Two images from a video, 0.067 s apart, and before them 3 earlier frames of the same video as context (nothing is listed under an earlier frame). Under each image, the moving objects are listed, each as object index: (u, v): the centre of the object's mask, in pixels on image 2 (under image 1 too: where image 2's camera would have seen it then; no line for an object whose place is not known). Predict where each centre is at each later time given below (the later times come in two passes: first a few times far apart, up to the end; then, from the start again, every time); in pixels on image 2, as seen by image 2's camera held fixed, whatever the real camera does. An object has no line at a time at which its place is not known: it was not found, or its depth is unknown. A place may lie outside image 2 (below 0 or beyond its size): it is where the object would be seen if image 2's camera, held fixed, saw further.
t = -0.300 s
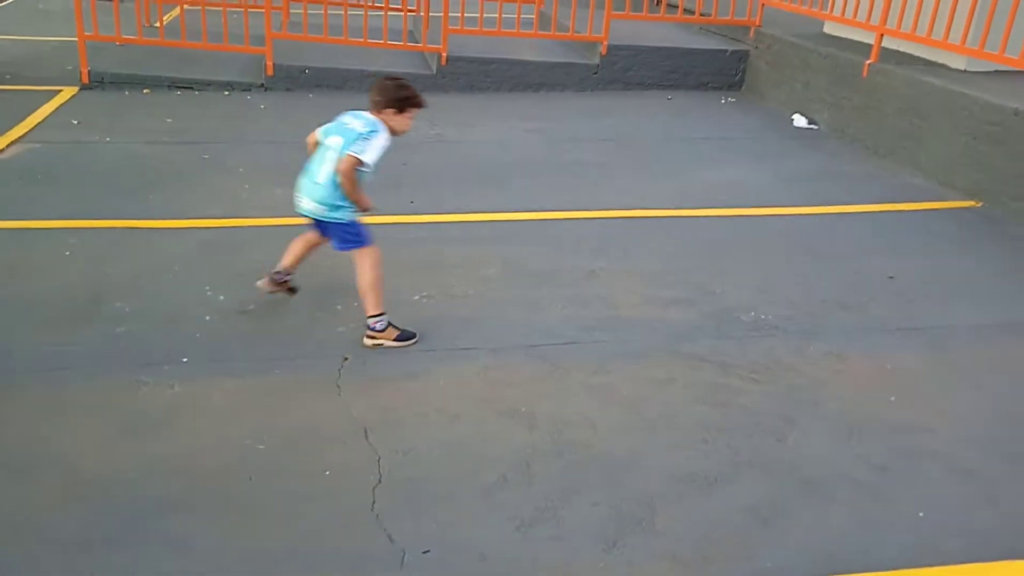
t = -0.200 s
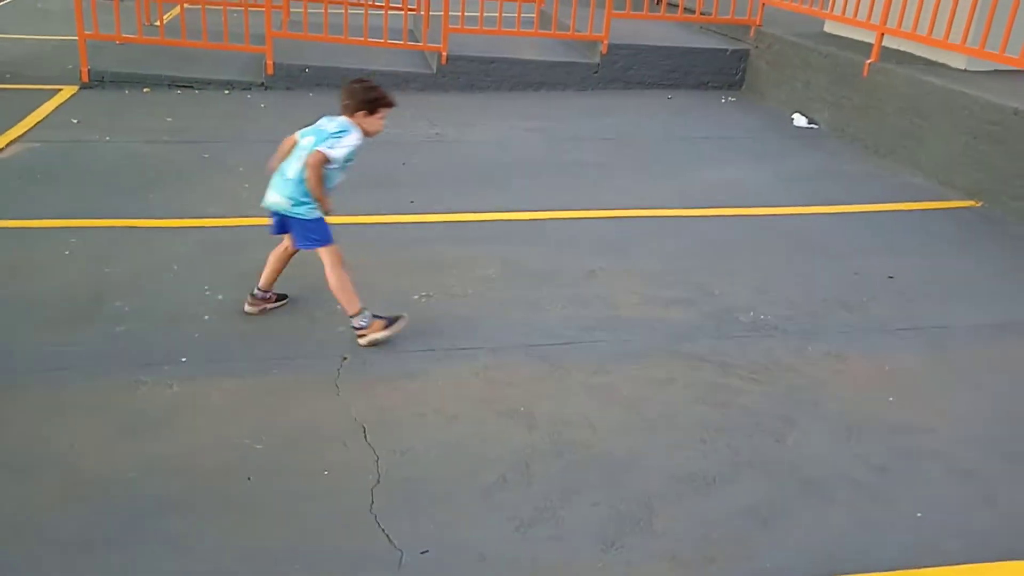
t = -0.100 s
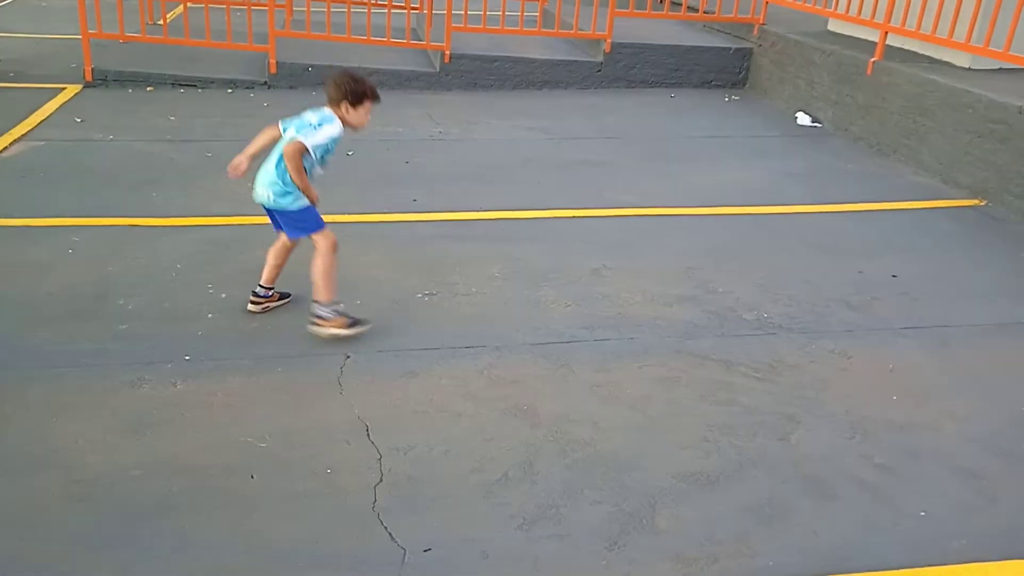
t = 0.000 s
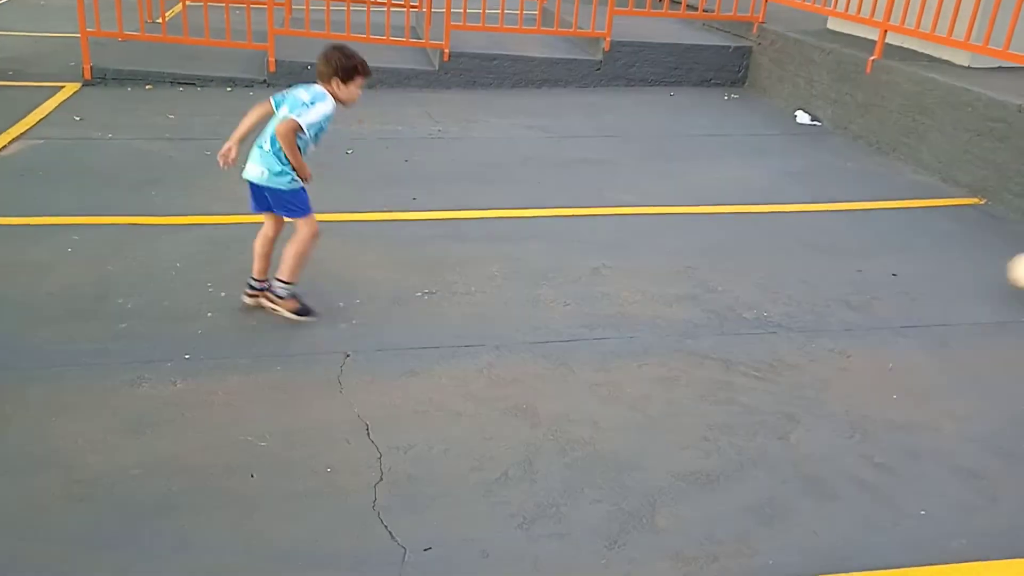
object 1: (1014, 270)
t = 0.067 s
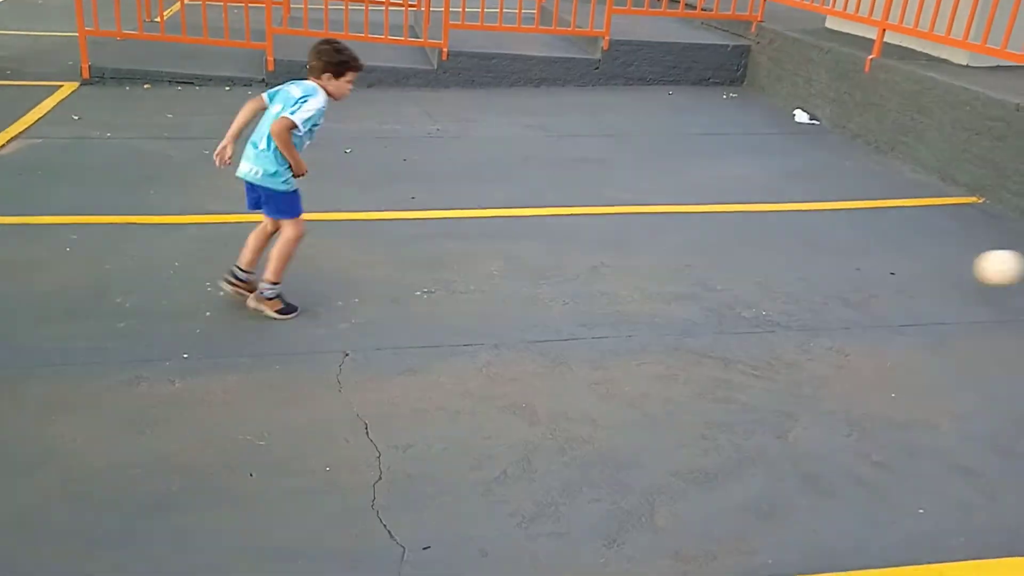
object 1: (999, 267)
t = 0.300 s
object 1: (893, 274)
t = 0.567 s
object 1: (775, 283)
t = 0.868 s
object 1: (643, 284)
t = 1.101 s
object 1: (539, 283)
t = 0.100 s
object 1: (984, 269)
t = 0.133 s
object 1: (967, 274)
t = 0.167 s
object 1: (950, 281)
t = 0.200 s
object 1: (933, 284)
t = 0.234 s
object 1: (921, 279)
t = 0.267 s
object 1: (907, 275)
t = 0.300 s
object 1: (893, 274)
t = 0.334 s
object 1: (878, 275)
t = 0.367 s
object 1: (862, 279)
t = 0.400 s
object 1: (847, 285)
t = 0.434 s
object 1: (833, 284)
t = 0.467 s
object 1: (819, 281)
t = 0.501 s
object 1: (805, 279)
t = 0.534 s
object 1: (791, 280)
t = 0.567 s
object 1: (775, 283)
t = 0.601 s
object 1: (760, 285)
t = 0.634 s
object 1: (745, 282)
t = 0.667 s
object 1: (730, 281)
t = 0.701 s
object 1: (716, 283)
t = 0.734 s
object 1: (702, 285)
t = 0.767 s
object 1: (687, 283)
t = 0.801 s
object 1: (674, 282)
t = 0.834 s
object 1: (658, 283)
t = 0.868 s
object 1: (643, 284)
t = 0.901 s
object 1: (628, 283)
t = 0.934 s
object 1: (613, 284)
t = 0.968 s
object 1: (598, 285)
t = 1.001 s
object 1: (584, 283)
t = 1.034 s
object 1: (569, 283)
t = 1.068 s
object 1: (554, 284)
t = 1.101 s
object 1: (539, 283)
